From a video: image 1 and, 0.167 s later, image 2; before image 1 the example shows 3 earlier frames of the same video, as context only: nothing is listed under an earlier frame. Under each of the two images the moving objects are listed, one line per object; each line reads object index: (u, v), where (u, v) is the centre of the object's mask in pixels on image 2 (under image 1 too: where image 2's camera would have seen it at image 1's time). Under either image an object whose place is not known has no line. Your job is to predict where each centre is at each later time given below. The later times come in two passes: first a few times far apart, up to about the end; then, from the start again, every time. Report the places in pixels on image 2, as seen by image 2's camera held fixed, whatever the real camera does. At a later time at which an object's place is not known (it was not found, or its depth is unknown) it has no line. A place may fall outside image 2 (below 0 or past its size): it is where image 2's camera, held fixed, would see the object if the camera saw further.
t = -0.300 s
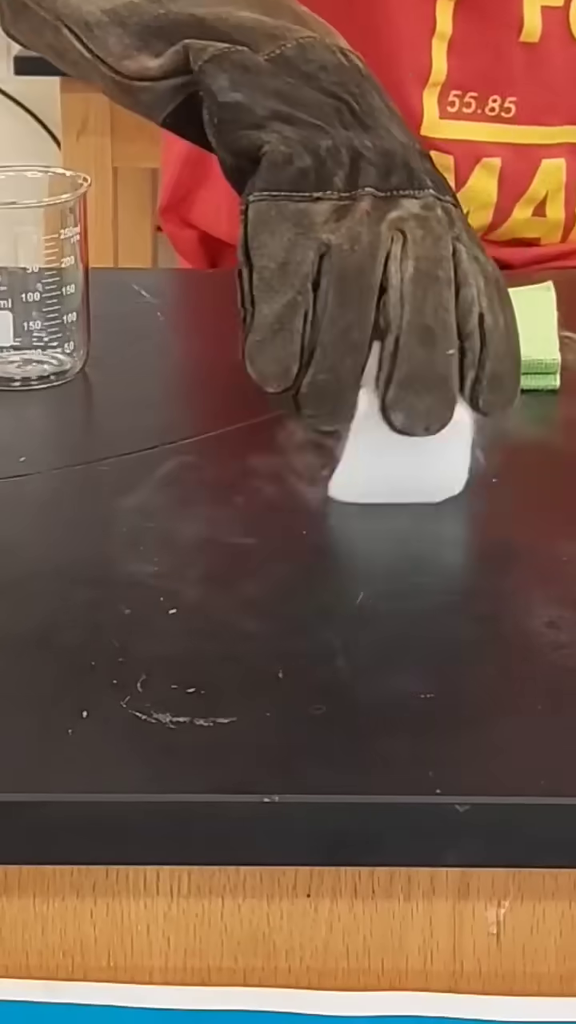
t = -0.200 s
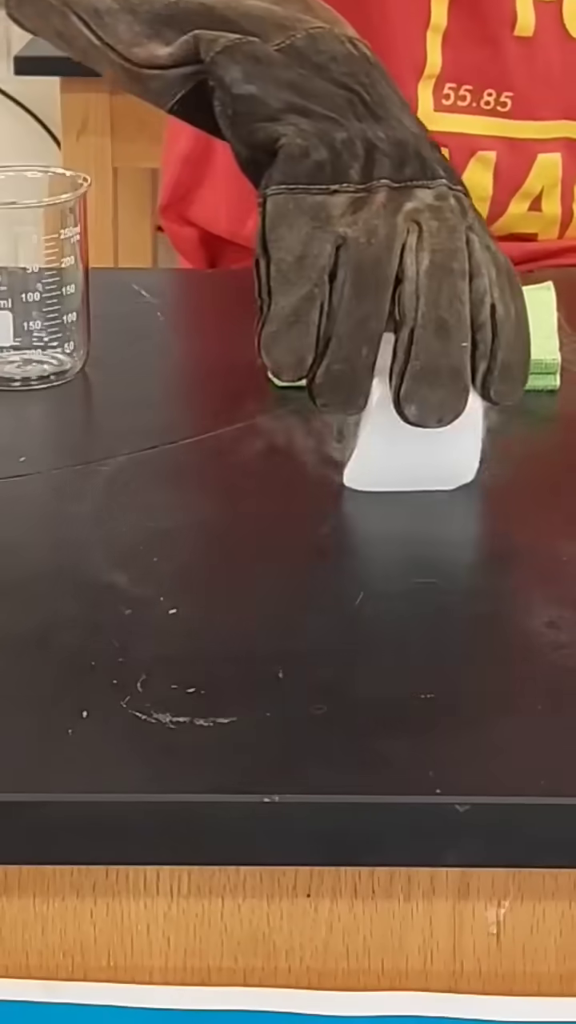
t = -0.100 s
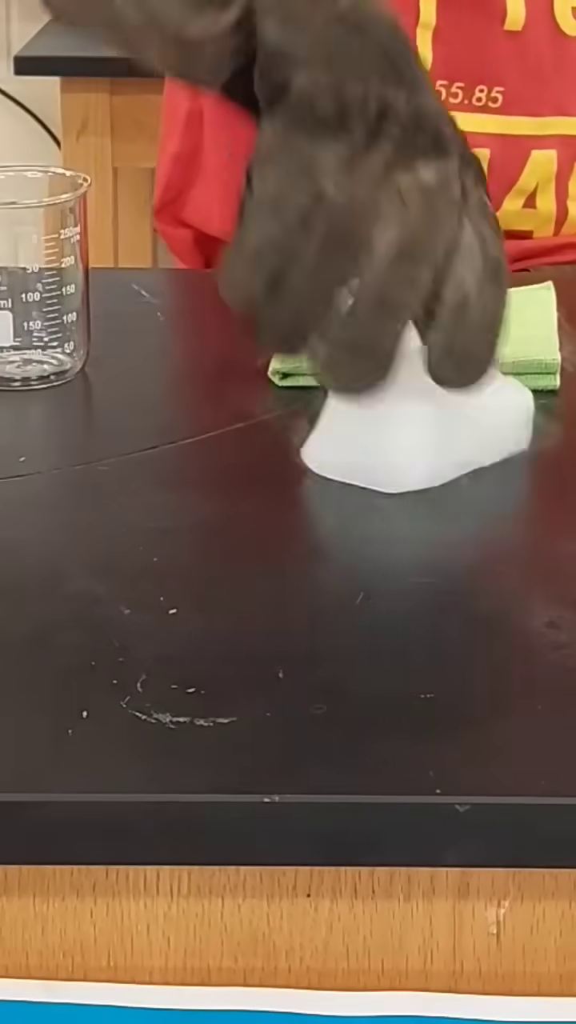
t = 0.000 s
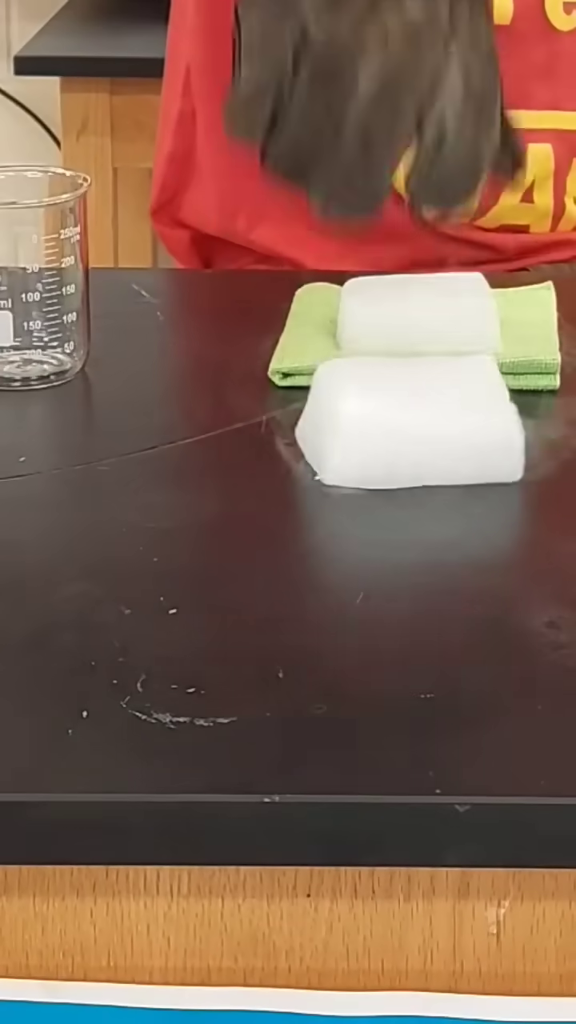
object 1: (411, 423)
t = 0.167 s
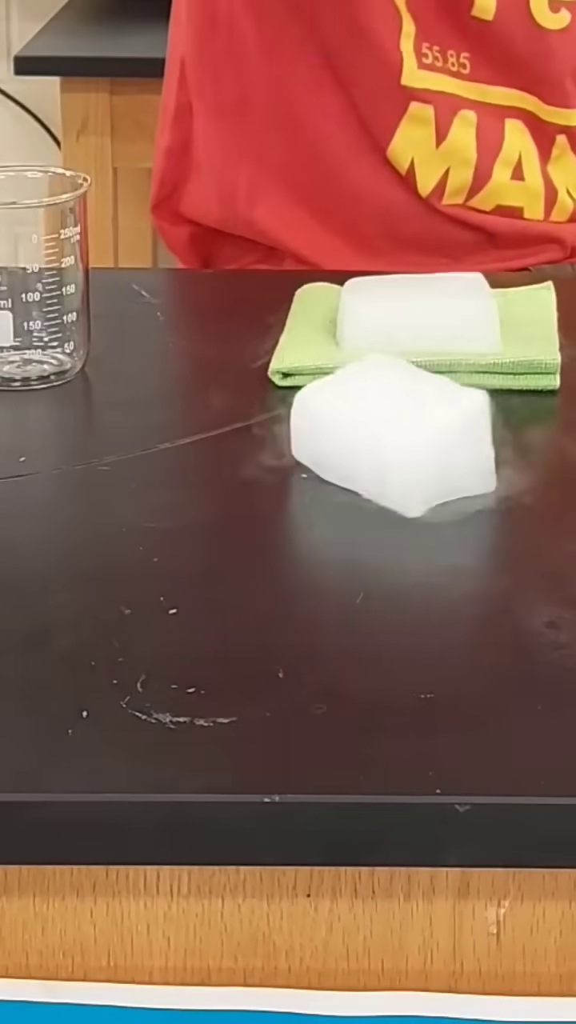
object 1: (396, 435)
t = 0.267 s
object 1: (385, 443)
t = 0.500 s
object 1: (368, 455)
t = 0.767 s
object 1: (342, 467)
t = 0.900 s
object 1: (328, 472)
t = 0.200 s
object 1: (392, 438)
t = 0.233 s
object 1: (390, 439)
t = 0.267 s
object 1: (385, 443)
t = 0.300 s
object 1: (378, 446)
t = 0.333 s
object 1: (376, 448)
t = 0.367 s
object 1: (374, 449)
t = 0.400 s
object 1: (372, 450)
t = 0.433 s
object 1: (371, 453)
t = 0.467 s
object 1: (370, 453)
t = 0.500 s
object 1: (368, 455)
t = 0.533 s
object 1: (367, 457)
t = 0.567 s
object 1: (362, 461)
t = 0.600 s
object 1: (359, 462)
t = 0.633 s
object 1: (351, 463)
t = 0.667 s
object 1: (349, 463)
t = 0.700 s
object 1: (346, 465)
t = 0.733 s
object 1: (344, 466)
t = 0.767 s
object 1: (342, 467)
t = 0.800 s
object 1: (339, 469)
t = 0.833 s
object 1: (337, 470)
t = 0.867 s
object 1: (334, 472)
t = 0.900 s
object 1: (328, 472)
